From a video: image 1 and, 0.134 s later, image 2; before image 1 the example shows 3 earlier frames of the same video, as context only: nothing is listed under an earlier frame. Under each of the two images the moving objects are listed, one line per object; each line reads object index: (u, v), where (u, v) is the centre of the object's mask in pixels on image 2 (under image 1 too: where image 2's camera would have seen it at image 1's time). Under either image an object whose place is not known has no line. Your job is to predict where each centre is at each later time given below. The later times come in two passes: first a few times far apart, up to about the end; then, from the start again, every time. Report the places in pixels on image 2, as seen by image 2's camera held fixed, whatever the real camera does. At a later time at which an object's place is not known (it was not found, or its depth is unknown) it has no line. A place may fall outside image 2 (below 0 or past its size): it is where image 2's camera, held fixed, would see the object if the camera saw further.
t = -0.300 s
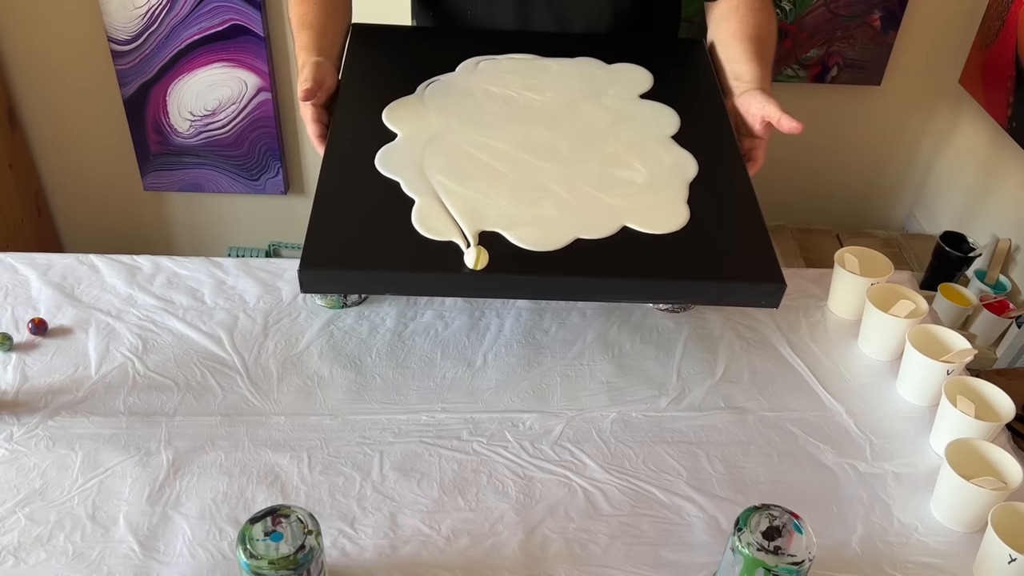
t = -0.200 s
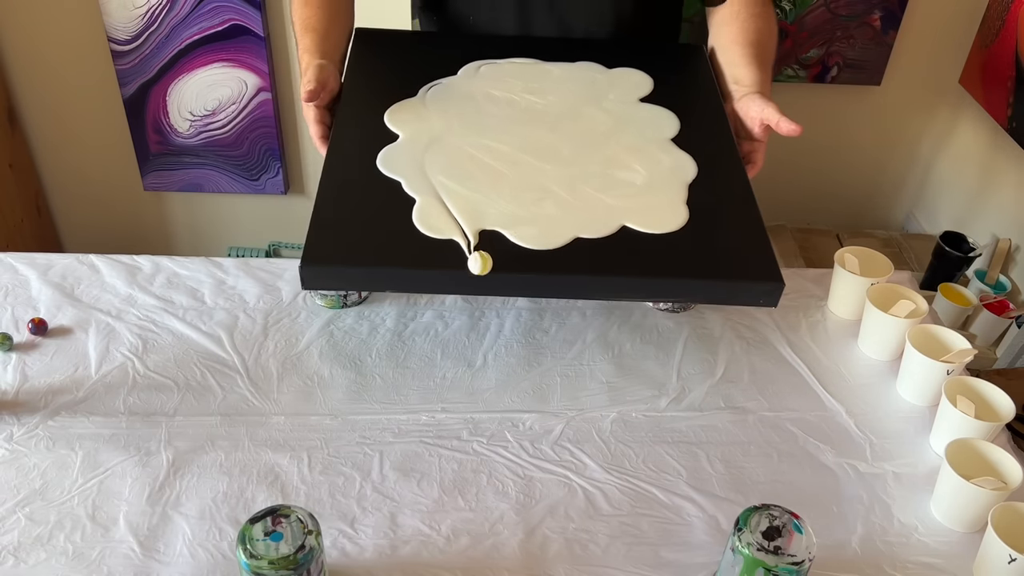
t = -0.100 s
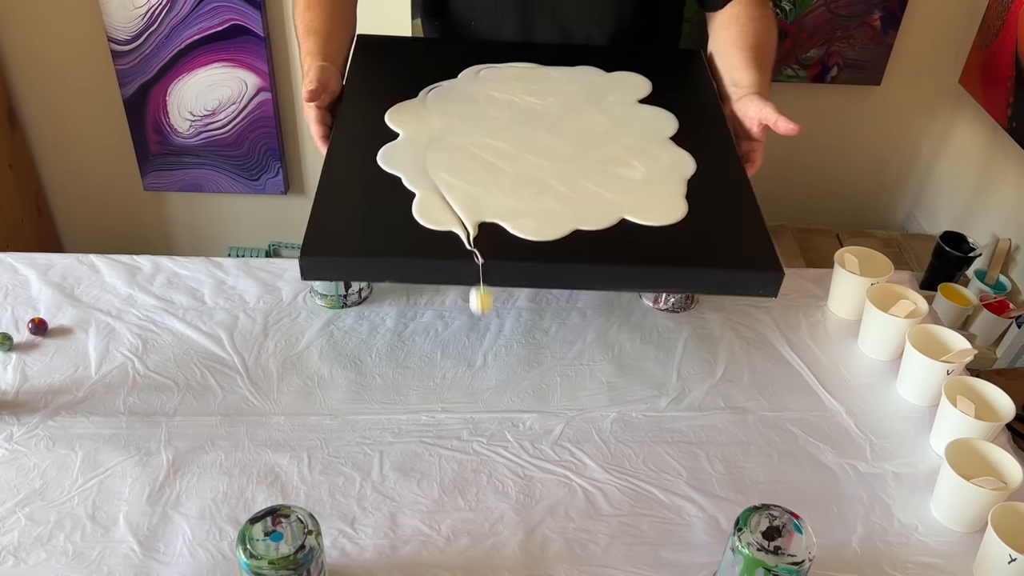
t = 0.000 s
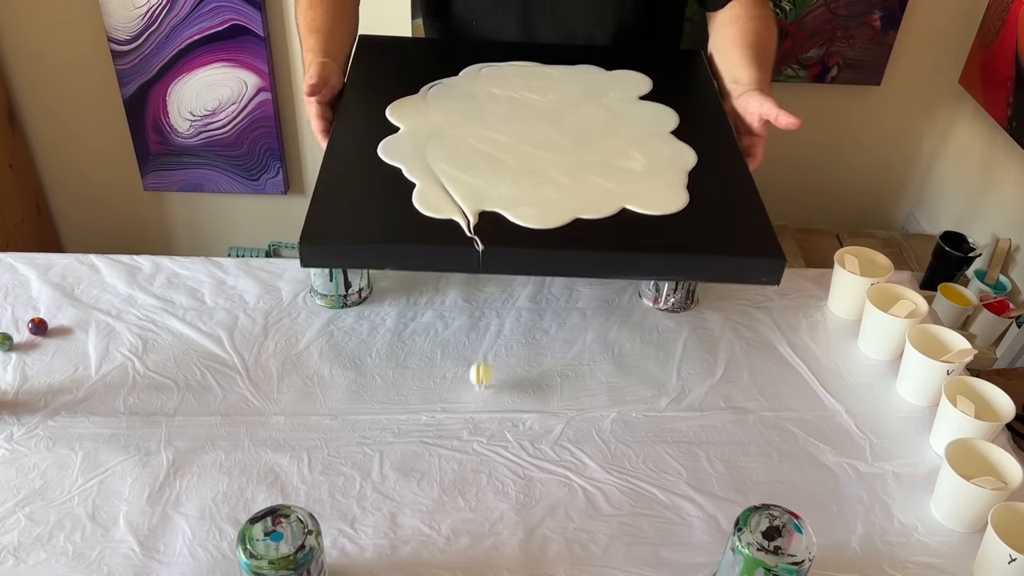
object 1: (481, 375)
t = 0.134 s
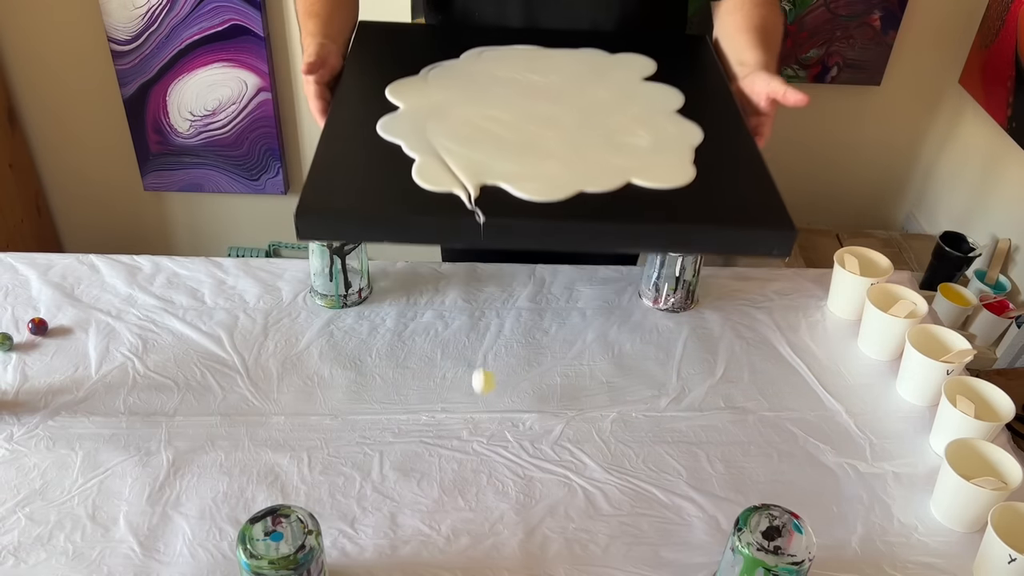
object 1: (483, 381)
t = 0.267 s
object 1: (486, 416)
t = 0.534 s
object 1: (491, 452)
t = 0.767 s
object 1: (493, 466)
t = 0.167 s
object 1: (483, 400)
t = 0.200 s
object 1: (484, 400)
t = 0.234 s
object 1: (484, 402)
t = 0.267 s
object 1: (486, 416)
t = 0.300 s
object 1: (487, 420)
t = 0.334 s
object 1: (488, 426)
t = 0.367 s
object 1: (488, 432)
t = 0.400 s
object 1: (489, 436)
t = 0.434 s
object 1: (489, 440)
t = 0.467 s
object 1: (490, 445)
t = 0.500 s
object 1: (491, 449)
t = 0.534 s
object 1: (491, 452)
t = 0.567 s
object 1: (491, 455)
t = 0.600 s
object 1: (491, 458)
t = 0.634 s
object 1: (492, 460)
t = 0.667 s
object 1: (492, 461)
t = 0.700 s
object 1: (493, 463)
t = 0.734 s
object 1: (492, 465)
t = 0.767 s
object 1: (493, 466)
